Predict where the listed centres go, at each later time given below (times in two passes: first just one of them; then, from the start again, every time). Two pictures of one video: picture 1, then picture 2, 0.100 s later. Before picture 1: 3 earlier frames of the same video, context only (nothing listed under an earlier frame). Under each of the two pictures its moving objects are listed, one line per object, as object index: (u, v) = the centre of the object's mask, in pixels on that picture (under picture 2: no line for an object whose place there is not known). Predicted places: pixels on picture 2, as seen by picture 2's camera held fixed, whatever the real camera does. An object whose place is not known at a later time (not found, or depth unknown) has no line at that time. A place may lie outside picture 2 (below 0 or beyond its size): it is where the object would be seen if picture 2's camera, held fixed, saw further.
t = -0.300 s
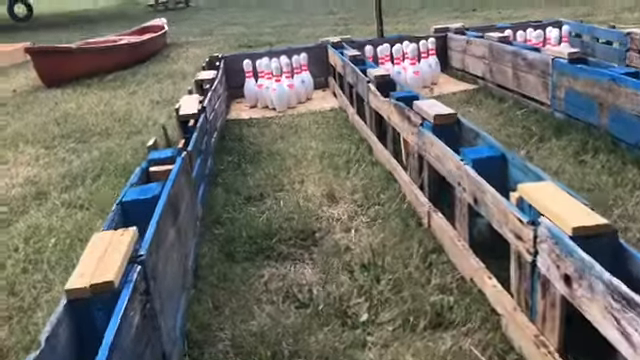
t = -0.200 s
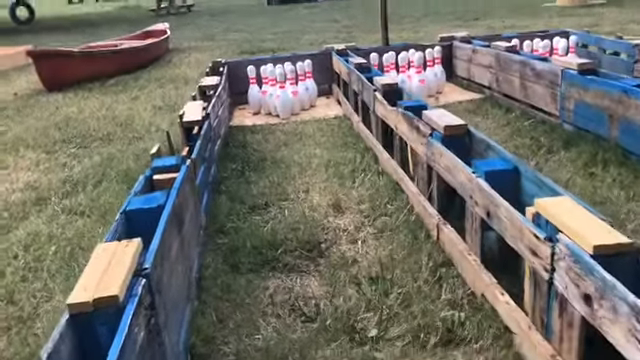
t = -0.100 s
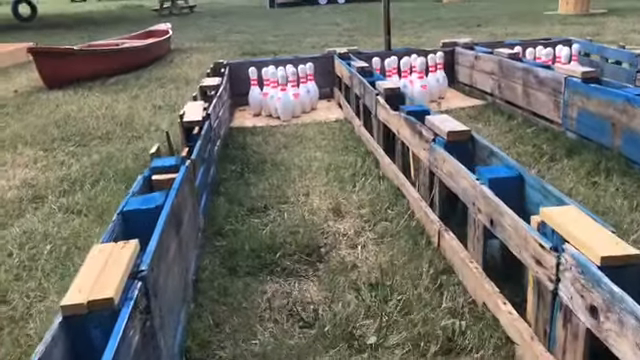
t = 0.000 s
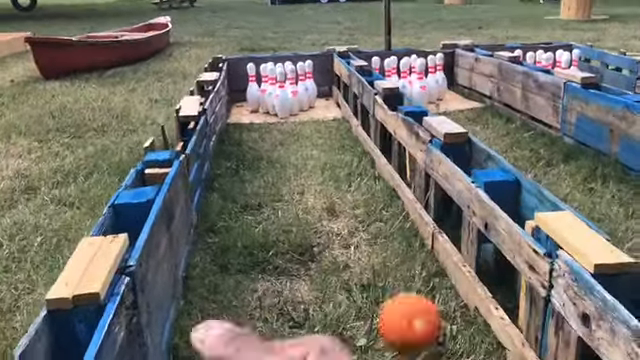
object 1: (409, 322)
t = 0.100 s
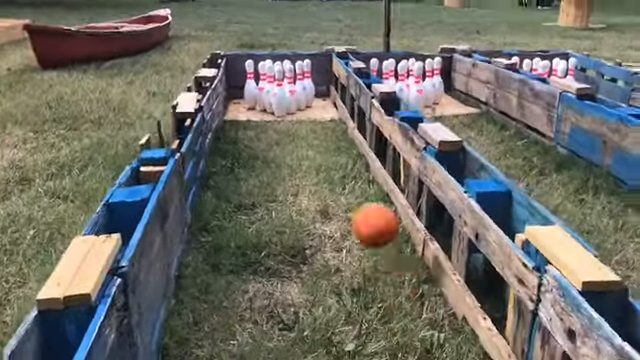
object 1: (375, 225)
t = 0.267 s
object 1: (356, 176)
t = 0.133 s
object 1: (369, 206)
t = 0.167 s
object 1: (366, 194)
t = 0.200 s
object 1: (364, 188)
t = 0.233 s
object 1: (358, 181)
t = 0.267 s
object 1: (356, 176)
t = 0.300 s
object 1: (353, 159)
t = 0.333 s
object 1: (352, 137)
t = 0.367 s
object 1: (351, 121)
